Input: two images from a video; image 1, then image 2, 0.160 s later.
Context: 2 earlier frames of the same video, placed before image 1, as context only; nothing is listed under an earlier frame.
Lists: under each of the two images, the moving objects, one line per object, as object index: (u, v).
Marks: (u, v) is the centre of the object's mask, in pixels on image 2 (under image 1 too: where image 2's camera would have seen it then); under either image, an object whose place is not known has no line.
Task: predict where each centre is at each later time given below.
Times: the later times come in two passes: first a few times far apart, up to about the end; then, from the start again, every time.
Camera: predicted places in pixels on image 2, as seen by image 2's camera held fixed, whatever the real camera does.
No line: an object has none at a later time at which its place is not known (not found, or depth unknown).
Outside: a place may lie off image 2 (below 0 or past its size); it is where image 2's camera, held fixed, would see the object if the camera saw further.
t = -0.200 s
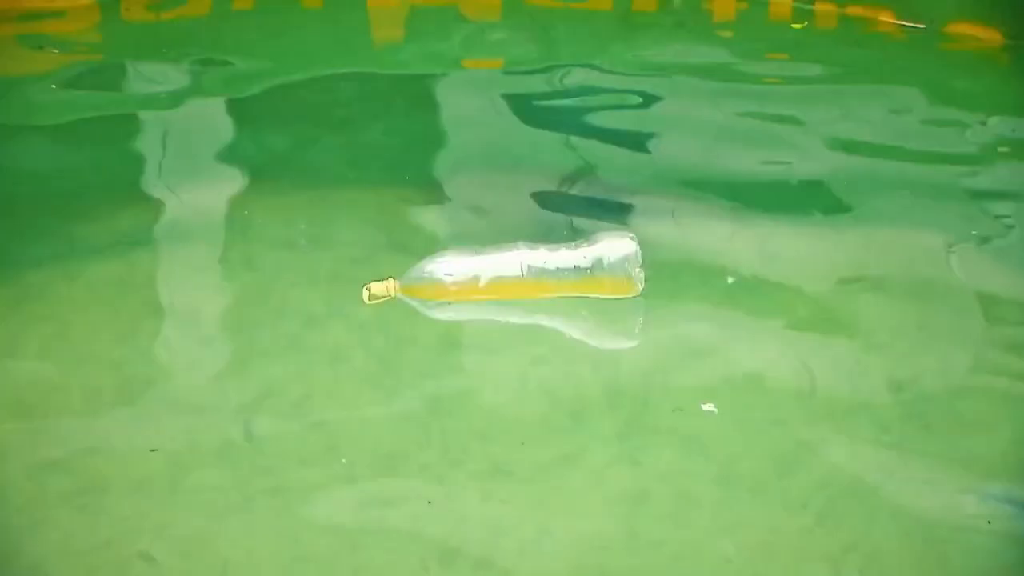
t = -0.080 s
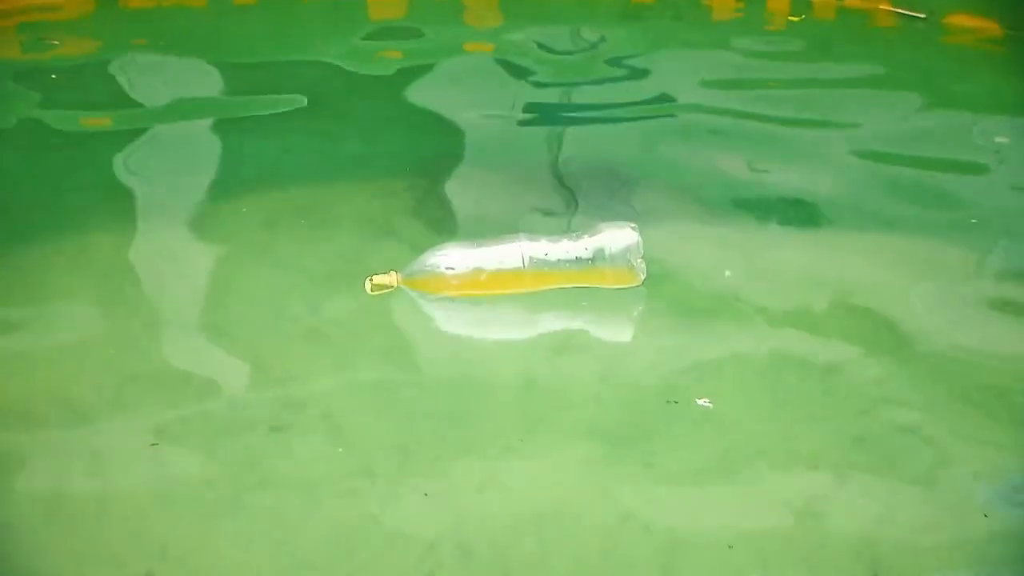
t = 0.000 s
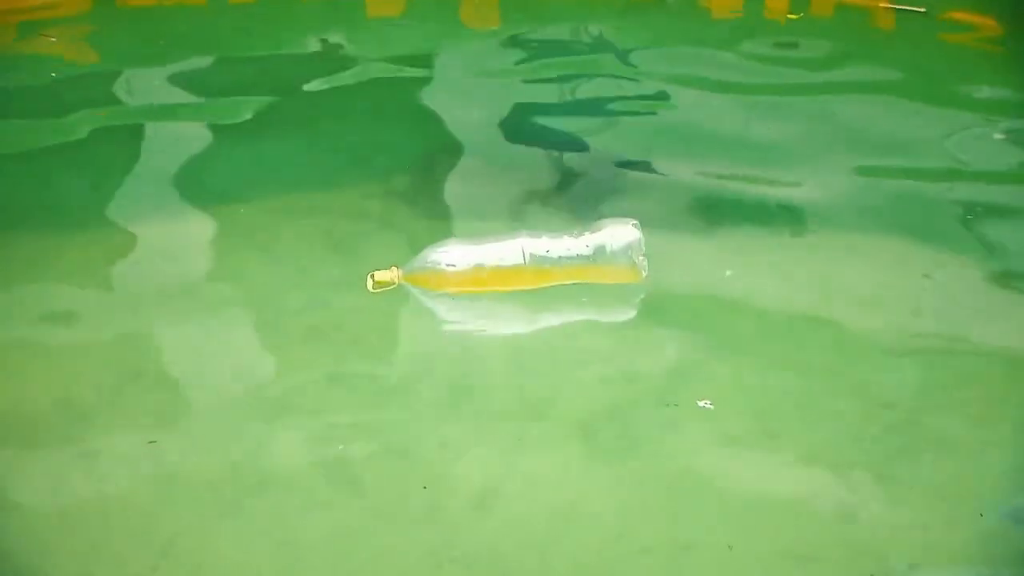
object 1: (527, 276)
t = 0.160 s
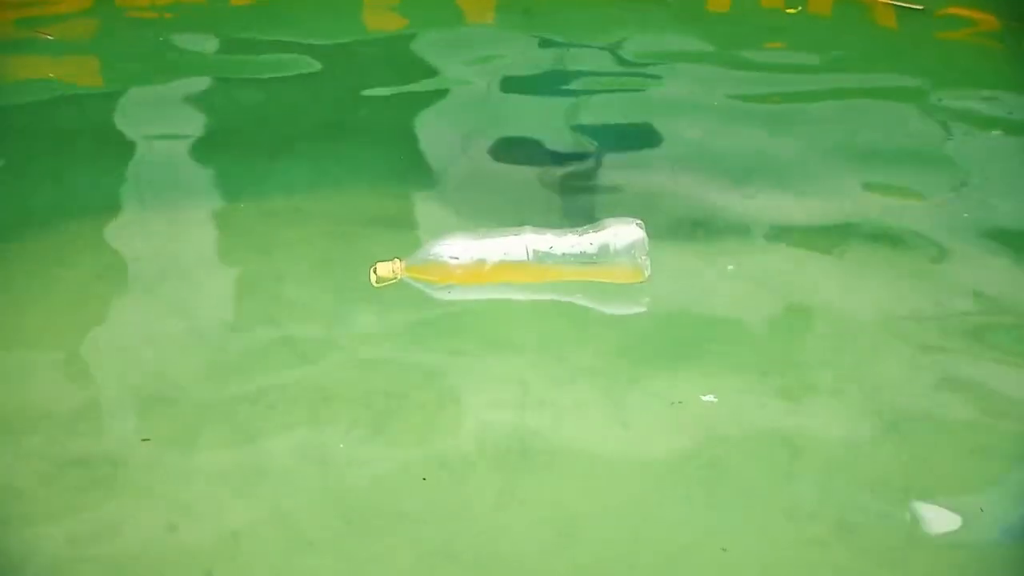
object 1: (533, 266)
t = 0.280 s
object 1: (538, 269)
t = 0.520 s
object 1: (537, 276)
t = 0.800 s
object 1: (540, 267)
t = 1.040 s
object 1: (549, 279)
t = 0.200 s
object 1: (535, 266)
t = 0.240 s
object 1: (536, 267)
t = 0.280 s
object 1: (538, 269)
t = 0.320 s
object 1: (539, 271)
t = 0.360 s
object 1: (539, 274)
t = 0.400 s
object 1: (539, 277)
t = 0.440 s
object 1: (538, 276)
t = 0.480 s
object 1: (538, 277)
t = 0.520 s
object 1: (537, 276)
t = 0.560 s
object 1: (536, 270)
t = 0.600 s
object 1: (536, 269)
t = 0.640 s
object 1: (537, 265)
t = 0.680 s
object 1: (537, 263)
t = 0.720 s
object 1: (537, 263)
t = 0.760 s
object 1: (538, 264)
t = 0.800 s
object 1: (540, 267)
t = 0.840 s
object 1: (542, 272)
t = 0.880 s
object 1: (546, 279)
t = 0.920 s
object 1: (548, 283)
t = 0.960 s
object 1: (548, 284)
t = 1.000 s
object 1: (549, 282)
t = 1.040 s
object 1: (549, 279)
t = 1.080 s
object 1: (544, 275)
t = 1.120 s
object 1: (541, 273)
